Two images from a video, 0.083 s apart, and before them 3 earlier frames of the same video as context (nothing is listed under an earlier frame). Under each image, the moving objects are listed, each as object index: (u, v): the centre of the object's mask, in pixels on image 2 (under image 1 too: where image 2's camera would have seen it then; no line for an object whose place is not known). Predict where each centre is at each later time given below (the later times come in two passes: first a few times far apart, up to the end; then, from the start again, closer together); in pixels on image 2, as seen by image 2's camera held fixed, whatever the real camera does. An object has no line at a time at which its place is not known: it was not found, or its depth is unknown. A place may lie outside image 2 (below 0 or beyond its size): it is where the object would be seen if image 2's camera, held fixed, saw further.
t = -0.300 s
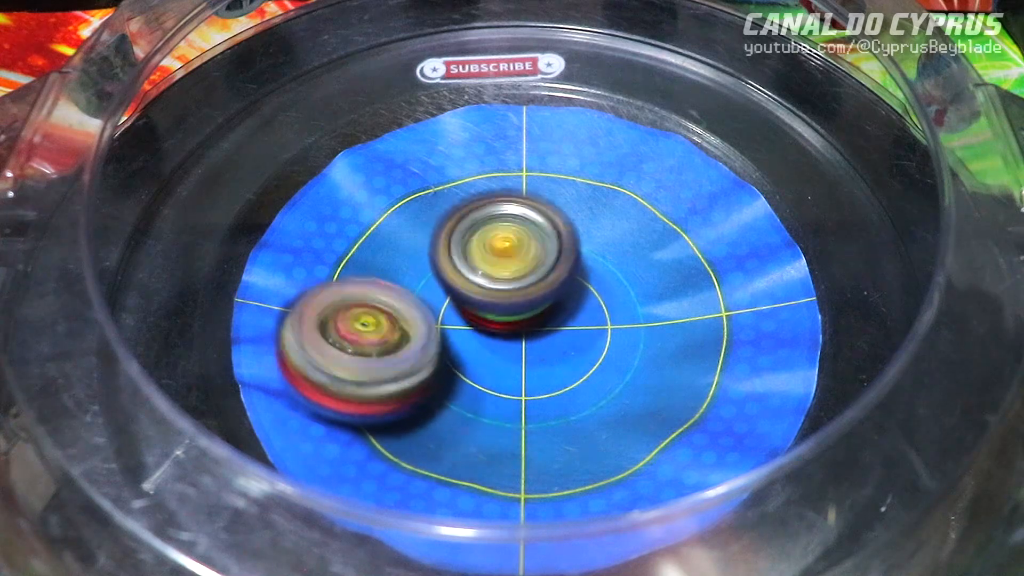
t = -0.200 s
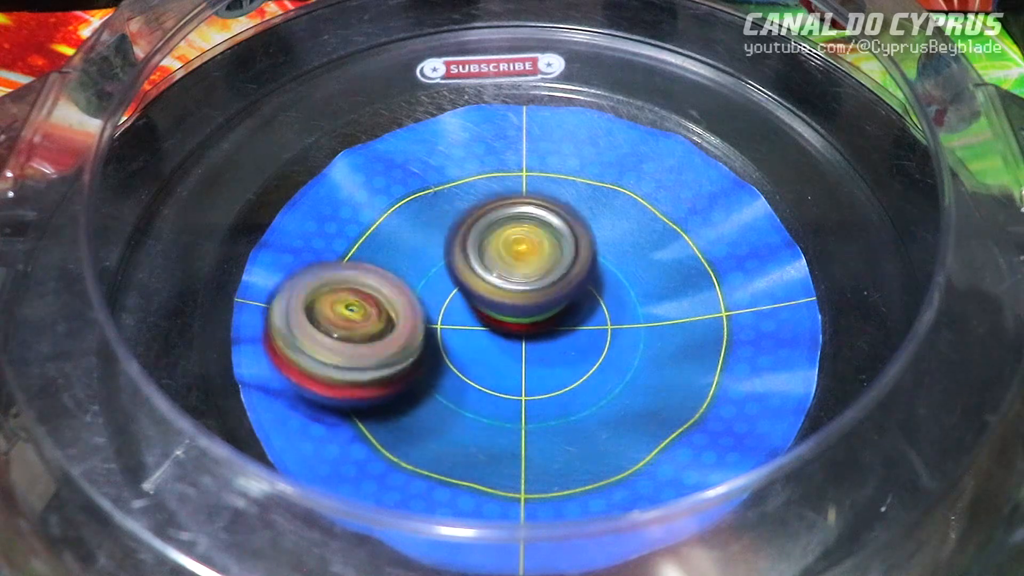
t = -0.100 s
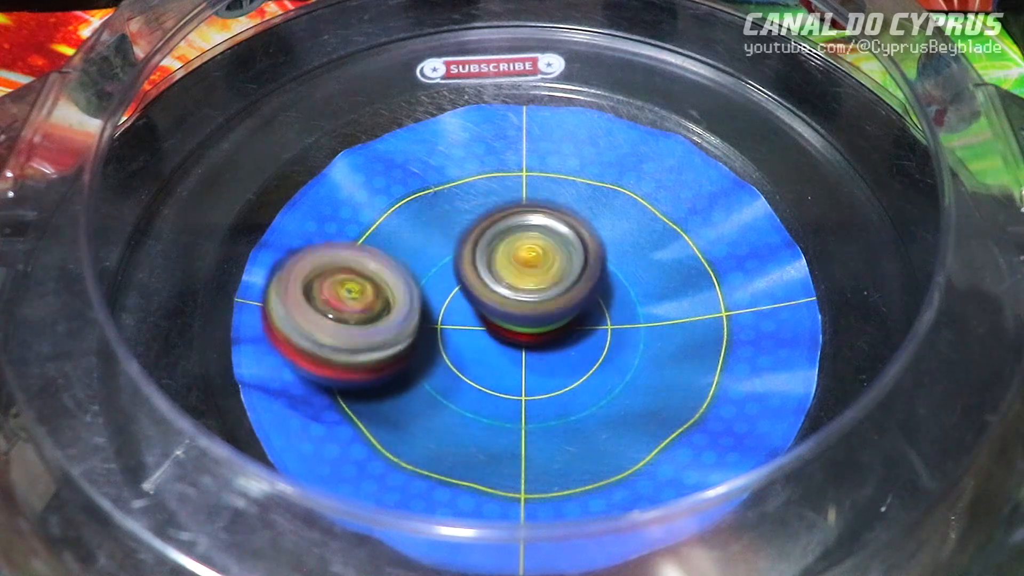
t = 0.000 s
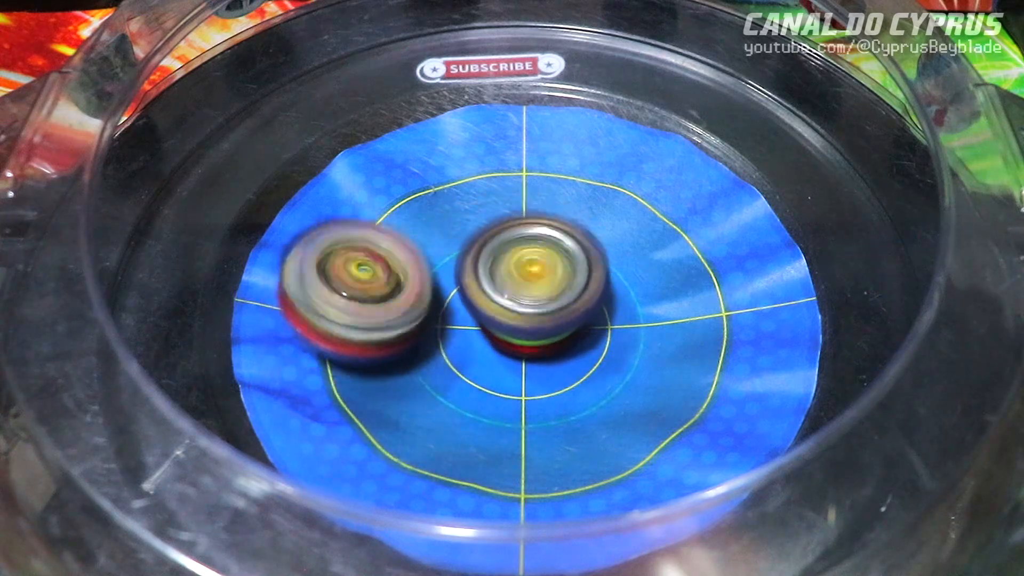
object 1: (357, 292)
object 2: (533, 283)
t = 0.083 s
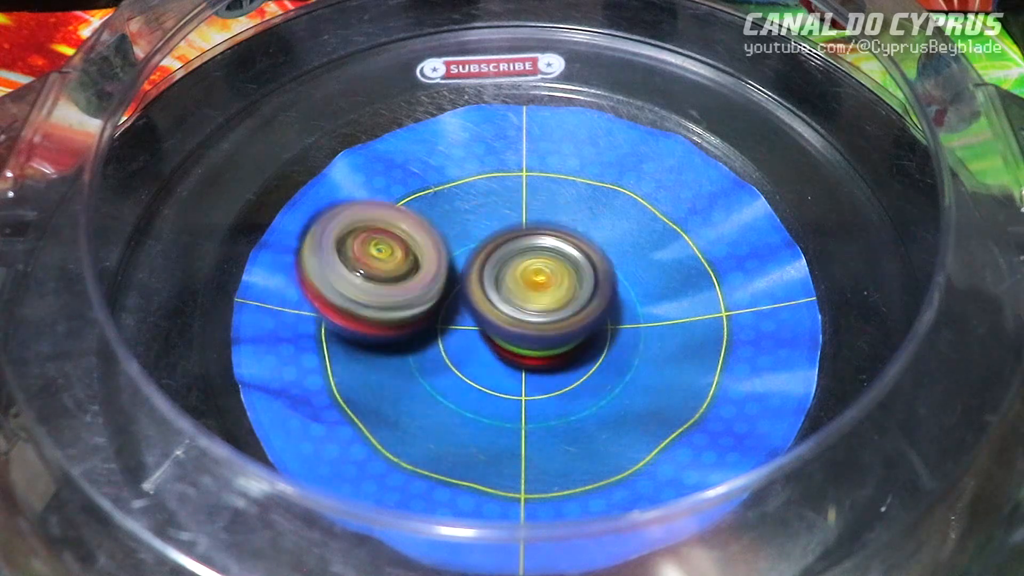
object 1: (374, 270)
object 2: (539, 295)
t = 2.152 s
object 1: (627, 393)
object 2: (451, 258)
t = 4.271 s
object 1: (618, 260)
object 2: (454, 295)
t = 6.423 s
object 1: (449, 254)
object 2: (672, 297)
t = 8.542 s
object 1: (446, 306)
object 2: (581, 255)
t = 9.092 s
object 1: (504, 218)
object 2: (505, 344)
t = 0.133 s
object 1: (385, 259)
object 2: (541, 302)
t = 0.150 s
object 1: (390, 256)
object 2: (544, 304)
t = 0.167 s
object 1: (393, 252)
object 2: (545, 307)
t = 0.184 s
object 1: (397, 249)
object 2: (545, 308)
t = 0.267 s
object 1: (422, 238)
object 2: (549, 318)
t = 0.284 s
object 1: (426, 236)
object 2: (548, 320)
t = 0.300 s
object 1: (431, 234)
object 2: (552, 323)
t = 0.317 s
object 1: (431, 228)
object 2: (562, 333)
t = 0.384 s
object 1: (429, 206)
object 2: (591, 355)
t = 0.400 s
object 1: (428, 201)
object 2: (594, 359)
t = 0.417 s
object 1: (430, 199)
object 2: (594, 359)
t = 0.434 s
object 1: (431, 195)
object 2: (594, 361)
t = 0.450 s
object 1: (433, 193)
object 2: (592, 359)
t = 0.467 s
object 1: (435, 191)
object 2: (589, 359)
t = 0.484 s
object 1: (436, 188)
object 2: (585, 357)
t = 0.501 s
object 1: (439, 187)
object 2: (581, 355)
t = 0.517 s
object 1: (441, 185)
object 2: (576, 353)
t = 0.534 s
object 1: (443, 184)
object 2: (571, 350)
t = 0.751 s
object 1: (489, 181)
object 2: (524, 315)
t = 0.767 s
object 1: (494, 182)
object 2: (521, 311)
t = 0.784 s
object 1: (498, 181)
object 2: (518, 310)
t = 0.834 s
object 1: (513, 175)
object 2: (511, 320)
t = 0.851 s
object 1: (518, 174)
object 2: (508, 320)
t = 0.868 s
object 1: (523, 173)
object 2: (508, 322)
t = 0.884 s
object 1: (527, 172)
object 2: (506, 321)
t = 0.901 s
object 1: (531, 172)
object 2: (505, 322)
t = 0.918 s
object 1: (535, 171)
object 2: (504, 321)
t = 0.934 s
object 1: (539, 171)
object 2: (502, 320)
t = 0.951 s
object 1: (543, 171)
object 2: (502, 319)
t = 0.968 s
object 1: (547, 171)
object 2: (501, 318)
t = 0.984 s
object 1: (550, 172)
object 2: (500, 315)
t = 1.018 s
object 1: (557, 174)
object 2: (500, 312)
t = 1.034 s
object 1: (560, 176)
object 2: (498, 308)
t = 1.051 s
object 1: (565, 177)
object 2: (500, 310)
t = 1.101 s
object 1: (575, 181)
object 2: (500, 301)
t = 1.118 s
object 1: (578, 184)
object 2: (503, 302)
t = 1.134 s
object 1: (582, 186)
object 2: (503, 299)
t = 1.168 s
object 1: (588, 189)
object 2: (503, 297)
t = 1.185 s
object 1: (591, 190)
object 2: (501, 295)
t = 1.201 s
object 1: (594, 193)
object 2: (503, 295)
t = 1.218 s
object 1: (596, 195)
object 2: (502, 296)
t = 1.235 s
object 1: (599, 198)
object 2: (504, 296)
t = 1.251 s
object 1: (601, 201)
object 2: (504, 296)
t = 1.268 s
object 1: (604, 204)
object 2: (505, 296)
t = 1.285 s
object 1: (607, 205)
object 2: (502, 303)
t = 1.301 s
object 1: (611, 206)
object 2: (497, 308)
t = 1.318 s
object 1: (613, 207)
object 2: (493, 313)
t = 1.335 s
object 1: (617, 209)
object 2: (490, 315)
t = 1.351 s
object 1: (619, 211)
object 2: (486, 318)
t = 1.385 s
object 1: (622, 216)
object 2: (483, 320)
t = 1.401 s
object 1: (624, 221)
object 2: (482, 320)
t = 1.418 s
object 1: (625, 224)
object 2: (480, 317)
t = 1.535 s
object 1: (628, 255)
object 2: (477, 308)
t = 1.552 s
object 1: (629, 260)
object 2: (474, 304)
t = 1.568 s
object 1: (630, 265)
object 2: (471, 304)
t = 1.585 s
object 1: (632, 269)
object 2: (467, 301)
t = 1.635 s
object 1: (633, 283)
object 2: (464, 296)
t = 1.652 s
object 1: (634, 287)
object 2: (462, 294)
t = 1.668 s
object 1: (633, 292)
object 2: (464, 293)
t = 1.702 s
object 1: (636, 300)
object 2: (463, 289)
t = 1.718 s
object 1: (637, 304)
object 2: (462, 287)
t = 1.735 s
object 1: (637, 308)
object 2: (463, 287)
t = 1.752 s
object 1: (637, 312)
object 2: (464, 284)
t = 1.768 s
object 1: (637, 316)
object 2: (466, 285)
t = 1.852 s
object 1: (633, 333)
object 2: (476, 281)
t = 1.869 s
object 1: (632, 336)
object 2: (477, 281)
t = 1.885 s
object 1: (638, 343)
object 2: (471, 277)
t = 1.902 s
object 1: (645, 349)
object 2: (461, 269)
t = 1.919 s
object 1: (648, 354)
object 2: (454, 265)
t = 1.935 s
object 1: (650, 358)
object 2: (450, 262)
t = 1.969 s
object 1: (651, 366)
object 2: (448, 261)
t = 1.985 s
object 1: (652, 369)
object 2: (448, 261)
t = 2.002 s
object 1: (651, 372)
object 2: (447, 259)
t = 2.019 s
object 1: (650, 375)
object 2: (446, 259)
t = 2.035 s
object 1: (648, 378)
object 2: (446, 257)
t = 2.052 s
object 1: (646, 381)
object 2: (446, 258)
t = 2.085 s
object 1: (641, 385)
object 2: (447, 257)
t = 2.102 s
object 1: (638, 388)
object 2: (449, 256)
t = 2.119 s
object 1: (635, 390)
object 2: (449, 257)
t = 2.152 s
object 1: (627, 393)
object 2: (451, 258)
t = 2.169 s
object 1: (623, 395)
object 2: (454, 257)
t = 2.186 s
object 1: (619, 396)
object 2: (455, 259)
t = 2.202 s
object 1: (613, 398)
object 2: (458, 259)
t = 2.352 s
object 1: (556, 398)
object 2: (480, 273)
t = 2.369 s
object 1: (549, 398)
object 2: (484, 273)
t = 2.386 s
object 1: (544, 401)
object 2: (484, 272)
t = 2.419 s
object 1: (537, 411)
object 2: (481, 255)
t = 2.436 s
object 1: (533, 414)
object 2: (480, 247)
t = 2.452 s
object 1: (527, 415)
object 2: (481, 242)
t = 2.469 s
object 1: (521, 416)
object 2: (483, 239)
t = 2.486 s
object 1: (515, 416)
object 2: (485, 236)
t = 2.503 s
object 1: (509, 416)
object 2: (488, 235)
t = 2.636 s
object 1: (468, 405)
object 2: (515, 228)
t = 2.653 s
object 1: (463, 404)
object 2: (518, 227)
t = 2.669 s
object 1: (458, 401)
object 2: (521, 227)
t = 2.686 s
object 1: (454, 398)
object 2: (524, 228)
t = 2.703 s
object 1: (450, 394)
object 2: (527, 228)
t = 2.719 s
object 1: (446, 392)
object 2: (530, 229)
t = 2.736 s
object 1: (441, 388)
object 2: (533, 228)
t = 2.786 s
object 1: (433, 377)
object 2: (541, 231)
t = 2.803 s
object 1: (430, 374)
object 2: (544, 231)
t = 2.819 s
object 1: (427, 369)
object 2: (546, 234)
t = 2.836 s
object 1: (424, 365)
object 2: (549, 234)
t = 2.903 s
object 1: (416, 347)
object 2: (557, 241)
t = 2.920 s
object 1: (414, 342)
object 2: (558, 244)
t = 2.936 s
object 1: (413, 338)
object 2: (560, 246)
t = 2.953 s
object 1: (412, 333)
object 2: (561, 249)
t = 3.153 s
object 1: (413, 280)
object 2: (565, 284)
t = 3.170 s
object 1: (413, 277)
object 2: (567, 288)
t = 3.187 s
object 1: (412, 273)
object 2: (573, 290)
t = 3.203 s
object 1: (412, 270)
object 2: (578, 293)
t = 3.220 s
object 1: (412, 266)
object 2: (582, 295)
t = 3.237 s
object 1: (414, 263)
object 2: (582, 297)
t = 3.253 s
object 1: (416, 259)
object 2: (584, 300)
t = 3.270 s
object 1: (418, 257)
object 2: (584, 301)
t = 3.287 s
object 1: (422, 254)
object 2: (585, 305)
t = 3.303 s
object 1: (424, 252)
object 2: (586, 307)
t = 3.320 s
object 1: (428, 249)
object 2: (586, 310)
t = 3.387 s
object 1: (445, 242)
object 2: (585, 319)
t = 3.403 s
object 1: (450, 240)
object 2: (585, 321)
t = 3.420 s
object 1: (454, 239)
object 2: (583, 322)
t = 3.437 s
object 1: (460, 238)
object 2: (583, 325)
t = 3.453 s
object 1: (463, 236)
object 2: (582, 326)
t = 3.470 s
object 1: (469, 234)
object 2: (580, 327)
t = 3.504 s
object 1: (477, 231)
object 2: (577, 329)
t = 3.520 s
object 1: (481, 229)
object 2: (576, 330)
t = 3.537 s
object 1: (485, 227)
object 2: (572, 330)
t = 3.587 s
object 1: (497, 221)
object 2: (565, 332)
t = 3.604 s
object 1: (499, 218)
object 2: (564, 332)
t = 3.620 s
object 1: (504, 216)
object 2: (560, 332)
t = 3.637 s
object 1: (507, 214)
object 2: (559, 332)
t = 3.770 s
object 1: (538, 201)
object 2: (535, 330)
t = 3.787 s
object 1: (541, 200)
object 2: (533, 328)
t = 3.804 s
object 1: (545, 201)
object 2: (530, 328)
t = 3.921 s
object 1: (571, 204)
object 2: (508, 321)
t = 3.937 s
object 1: (575, 205)
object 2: (505, 318)
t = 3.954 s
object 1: (578, 207)
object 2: (503, 318)
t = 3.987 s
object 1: (585, 211)
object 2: (497, 314)
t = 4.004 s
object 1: (588, 212)
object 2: (495, 314)
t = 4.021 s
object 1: (591, 216)
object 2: (491, 310)
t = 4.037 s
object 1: (593, 217)
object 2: (489, 310)
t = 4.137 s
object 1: (608, 235)
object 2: (471, 305)
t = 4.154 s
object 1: (610, 237)
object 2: (468, 304)
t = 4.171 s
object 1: (612, 241)
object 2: (465, 303)
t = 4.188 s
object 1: (613, 243)
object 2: (461, 301)
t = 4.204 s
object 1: (615, 247)
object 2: (460, 299)
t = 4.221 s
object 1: (616, 251)
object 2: (458, 299)
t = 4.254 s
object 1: (617, 258)
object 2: (454, 296)
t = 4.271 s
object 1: (618, 260)
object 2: (454, 295)
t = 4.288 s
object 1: (618, 265)
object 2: (453, 294)
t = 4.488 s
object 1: (614, 311)
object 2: (446, 285)
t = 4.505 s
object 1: (616, 314)
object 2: (443, 284)
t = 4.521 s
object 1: (616, 318)
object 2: (440, 283)
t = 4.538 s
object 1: (616, 321)
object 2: (440, 282)
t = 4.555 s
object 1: (615, 325)
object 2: (440, 280)
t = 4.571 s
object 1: (614, 328)
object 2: (439, 280)
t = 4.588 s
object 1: (613, 331)
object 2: (439, 279)
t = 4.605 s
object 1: (611, 334)
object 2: (439, 278)
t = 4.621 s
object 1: (610, 336)
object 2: (439, 278)
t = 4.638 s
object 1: (607, 340)
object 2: (438, 277)
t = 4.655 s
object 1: (605, 341)
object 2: (439, 277)
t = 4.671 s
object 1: (602, 345)
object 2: (440, 275)
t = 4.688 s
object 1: (599, 347)
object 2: (441, 276)
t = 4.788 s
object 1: (577, 358)
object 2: (447, 272)
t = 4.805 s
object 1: (573, 360)
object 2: (448, 273)
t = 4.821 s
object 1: (574, 364)
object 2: (443, 266)
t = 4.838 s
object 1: (575, 369)
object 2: (438, 261)
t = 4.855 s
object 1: (575, 371)
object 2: (435, 257)
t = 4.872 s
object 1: (574, 375)
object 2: (433, 254)
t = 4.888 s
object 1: (571, 376)
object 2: (433, 253)
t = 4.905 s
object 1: (569, 377)
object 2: (433, 251)
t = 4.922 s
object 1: (566, 379)
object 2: (434, 251)
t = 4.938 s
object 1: (563, 380)
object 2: (436, 250)
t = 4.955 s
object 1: (559, 380)
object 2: (438, 250)
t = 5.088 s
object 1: (523, 373)
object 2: (456, 247)
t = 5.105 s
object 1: (518, 372)
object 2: (457, 246)
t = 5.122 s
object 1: (517, 375)
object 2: (456, 241)
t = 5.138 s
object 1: (516, 378)
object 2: (454, 230)
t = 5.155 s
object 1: (514, 382)
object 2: (452, 224)
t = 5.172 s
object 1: (511, 382)
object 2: (451, 220)
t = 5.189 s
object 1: (509, 382)
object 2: (453, 216)
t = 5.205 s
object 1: (506, 382)
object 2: (453, 215)
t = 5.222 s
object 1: (503, 380)
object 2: (456, 211)
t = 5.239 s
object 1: (500, 380)
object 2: (458, 211)
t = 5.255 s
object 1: (497, 378)
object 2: (460, 210)
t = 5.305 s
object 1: (488, 372)
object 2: (467, 206)
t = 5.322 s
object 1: (485, 371)
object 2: (468, 204)
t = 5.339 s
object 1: (483, 368)
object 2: (471, 204)
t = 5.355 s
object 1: (480, 365)
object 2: (474, 203)
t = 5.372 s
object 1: (478, 362)
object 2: (476, 203)
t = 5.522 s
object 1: (457, 330)
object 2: (502, 208)
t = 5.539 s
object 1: (455, 328)
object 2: (504, 208)
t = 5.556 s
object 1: (453, 326)
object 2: (507, 206)
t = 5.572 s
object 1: (451, 324)
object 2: (509, 206)
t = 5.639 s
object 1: (443, 318)
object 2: (522, 202)
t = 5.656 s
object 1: (441, 316)
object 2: (525, 200)
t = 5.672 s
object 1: (440, 314)
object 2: (529, 201)
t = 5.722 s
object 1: (438, 305)
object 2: (539, 204)
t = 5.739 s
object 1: (438, 302)
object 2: (542, 204)
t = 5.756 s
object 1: (434, 302)
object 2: (548, 205)
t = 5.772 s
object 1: (432, 300)
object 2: (551, 203)
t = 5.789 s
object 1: (430, 300)
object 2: (554, 201)
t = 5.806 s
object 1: (429, 297)
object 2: (556, 203)
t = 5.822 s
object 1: (428, 296)
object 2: (560, 204)
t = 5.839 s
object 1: (429, 295)
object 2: (563, 204)
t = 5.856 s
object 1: (429, 292)
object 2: (566, 206)
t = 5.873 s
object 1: (430, 292)
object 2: (570, 205)
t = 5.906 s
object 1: (433, 288)
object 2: (573, 208)
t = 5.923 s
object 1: (434, 287)
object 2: (576, 208)
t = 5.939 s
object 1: (437, 284)
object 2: (578, 211)
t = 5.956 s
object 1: (438, 283)
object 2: (581, 212)
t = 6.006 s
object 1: (445, 278)
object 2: (587, 217)
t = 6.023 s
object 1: (448, 275)
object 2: (587, 219)
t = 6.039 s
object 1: (446, 274)
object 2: (595, 221)
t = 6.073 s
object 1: (442, 269)
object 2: (608, 223)
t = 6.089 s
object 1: (442, 268)
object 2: (614, 226)
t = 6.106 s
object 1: (442, 267)
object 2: (617, 227)
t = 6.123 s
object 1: (443, 266)
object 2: (619, 230)
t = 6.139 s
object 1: (443, 265)
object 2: (622, 233)
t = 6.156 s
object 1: (444, 264)
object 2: (622, 235)
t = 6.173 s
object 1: (446, 263)
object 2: (623, 239)
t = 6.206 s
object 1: (449, 262)
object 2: (624, 245)
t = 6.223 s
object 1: (451, 262)
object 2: (626, 251)
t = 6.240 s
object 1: (453, 262)
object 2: (626, 252)
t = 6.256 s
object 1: (455, 261)
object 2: (626, 256)
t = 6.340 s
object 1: (471, 261)
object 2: (621, 272)
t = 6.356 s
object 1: (474, 262)
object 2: (621, 276)
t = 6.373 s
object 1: (475, 261)
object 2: (624, 280)
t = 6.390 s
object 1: (468, 258)
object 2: (640, 286)
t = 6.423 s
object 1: (449, 254)
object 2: (672, 297)
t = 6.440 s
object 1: (443, 253)
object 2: (682, 303)
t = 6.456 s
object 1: (439, 253)
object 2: (691, 311)
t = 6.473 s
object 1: (435, 253)
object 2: (698, 316)
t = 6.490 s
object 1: (434, 254)
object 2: (701, 322)
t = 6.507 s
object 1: (432, 256)
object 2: (704, 331)
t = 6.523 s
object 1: (430, 257)
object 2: (705, 335)
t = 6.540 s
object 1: (431, 259)
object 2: (704, 340)
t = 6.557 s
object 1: (430, 262)
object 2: (705, 346)
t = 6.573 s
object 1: (430, 263)
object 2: (704, 349)
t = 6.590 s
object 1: (432, 266)
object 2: (702, 351)
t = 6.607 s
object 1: (432, 269)
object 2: (699, 356)
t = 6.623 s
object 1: (434, 271)
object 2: (697, 360)
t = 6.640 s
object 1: (437, 275)
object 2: (694, 361)
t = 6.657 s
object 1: (439, 277)
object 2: (691, 365)
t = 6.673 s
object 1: (443, 280)
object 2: (690, 368)
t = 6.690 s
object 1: (448, 284)
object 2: (687, 369)
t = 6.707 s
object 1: (451, 286)
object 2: (683, 371)
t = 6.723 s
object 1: (456, 288)
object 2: (680, 373)
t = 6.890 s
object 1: (504, 298)
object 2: (631, 390)
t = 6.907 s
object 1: (508, 296)
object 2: (623, 390)
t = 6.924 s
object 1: (513, 296)
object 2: (616, 390)
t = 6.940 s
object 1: (515, 294)
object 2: (607, 390)
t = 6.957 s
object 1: (518, 290)
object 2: (599, 388)
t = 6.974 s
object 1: (522, 285)
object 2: (591, 391)
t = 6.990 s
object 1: (525, 281)
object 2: (585, 396)
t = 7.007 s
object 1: (528, 275)
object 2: (578, 398)
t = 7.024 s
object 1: (531, 271)
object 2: (567, 399)
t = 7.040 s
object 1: (534, 268)
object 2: (556, 395)
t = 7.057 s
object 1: (537, 265)
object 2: (552, 397)
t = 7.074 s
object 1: (540, 264)
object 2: (543, 394)
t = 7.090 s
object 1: (542, 260)
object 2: (531, 392)
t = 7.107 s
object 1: (546, 259)
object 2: (519, 384)
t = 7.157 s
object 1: (553, 255)
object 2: (492, 366)
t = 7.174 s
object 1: (554, 255)
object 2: (481, 356)
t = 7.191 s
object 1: (555, 254)
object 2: (468, 353)
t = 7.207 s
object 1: (555, 251)
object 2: (454, 353)
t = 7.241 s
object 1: (557, 245)
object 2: (422, 336)
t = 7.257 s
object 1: (558, 243)
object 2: (413, 330)
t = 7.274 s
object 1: (557, 242)
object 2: (404, 323)
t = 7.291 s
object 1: (556, 240)
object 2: (397, 314)
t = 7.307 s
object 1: (557, 239)
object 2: (392, 307)
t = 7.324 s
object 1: (556, 238)
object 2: (390, 299)
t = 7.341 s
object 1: (554, 238)
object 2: (390, 291)
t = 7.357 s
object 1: (553, 238)
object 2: (388, 288)
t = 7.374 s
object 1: (551, 239)
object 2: (389, 279)
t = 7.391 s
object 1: (549, 239)
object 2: (393, 270)
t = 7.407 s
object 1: (548, 239)
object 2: (395, 266)
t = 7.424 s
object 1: (547, 241)
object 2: (397, 260)
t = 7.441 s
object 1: (545, 243)
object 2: (402, 253)
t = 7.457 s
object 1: (546, 245)
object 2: (401, 244)
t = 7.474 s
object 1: (551, 250)
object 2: (397, 237)
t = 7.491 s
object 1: (555, 254)
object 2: (392, 231)
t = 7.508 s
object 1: (559, 257)
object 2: (387, 226)
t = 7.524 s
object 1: (562, 262)
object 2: (386, 216)
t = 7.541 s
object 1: (562, 265)
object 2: (389, 209)
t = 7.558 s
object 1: (563, 267)
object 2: (391, 207)
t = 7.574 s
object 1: (564, 268)
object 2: (395, 204)
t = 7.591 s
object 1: (565, 271)
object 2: (399, 201)
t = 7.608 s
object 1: (565, 274)
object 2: (402, 197)
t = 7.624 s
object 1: (565, 276)
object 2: (407, 197)
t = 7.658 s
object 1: (566, 282)
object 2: (416, 198)
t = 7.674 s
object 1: (567, 284)
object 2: (420, 198)
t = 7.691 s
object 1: (566, 286)
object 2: (425, 197)
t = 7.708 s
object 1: (566, 289)
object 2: (429, 199)
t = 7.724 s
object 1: (565, 292)
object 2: (434, 200)
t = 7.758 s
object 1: (563, 297)
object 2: (441, 200)
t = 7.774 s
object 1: (562, 301)
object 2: (445, 201)
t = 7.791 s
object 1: (561, 302)
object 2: (450, 202)
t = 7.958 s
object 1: (540, 326)
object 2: (484, 209)
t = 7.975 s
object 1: (537, 329)
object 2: (486, 209)
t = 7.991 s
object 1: (534, 332)
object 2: (488, 204)
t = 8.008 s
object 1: (530, 335)
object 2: (492, 203)
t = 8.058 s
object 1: (518, 342)
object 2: (500, 197)
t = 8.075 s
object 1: (514, 344)
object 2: (501, 195)
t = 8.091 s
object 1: (511, 344)
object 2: (503, 194)
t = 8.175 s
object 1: (496, 343)
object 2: (517, 195)
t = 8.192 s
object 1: (494, 343)
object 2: (519, 197)
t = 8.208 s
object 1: (491, 341)
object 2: (522, 198)
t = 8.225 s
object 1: (488, 339)
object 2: (526, 198)
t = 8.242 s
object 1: (486, 338)
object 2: (527, 197)
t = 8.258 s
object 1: (483, 338)
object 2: (528, 199)
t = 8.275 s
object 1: (481, 336)
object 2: (529, 201)
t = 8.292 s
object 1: (479, 334)
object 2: (532, 203)
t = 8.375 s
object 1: (471, 323)
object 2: (543, 214)
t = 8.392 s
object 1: (469, 321)
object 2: (546, 217)
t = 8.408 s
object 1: (463, 319)
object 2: (551, 219)
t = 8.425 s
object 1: (457, 320)
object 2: (560, 220)
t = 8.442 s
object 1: (452, 320)
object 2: (566, 225)
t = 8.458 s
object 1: (448, 317)
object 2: (571, 228)
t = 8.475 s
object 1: (446, 314)
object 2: (575, 235)
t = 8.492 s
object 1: (446, 312)
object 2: (575, 236)
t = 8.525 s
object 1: (446, 308)
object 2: (580, 247)
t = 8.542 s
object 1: (446, 306)
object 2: (581, 255)
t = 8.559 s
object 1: (442, 304)
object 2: (584, 261)
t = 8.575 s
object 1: (437, 301)
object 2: (586, 266)
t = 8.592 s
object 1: (434, 298)
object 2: (589, 272)
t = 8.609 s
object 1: (433, 296)
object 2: (586, 279)
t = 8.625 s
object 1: (432, 294)
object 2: (581, 284)
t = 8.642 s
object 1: (431, 291)
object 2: (579, 291)
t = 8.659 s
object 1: (429, 290)
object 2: (582, 299)
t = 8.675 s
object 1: (425, 287)
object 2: (582, 305)
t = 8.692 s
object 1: (424, 284)
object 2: (580, 310)
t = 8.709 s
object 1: (426, 283)
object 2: (578, 315)
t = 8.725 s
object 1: (427, 280)
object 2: (576, 317)
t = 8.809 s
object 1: (432, 267)
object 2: (558, 332)
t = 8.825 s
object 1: (432, 263)
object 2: (553, 334)
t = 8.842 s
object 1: (435, 261)
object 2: (548, 335)
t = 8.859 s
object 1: (437, 258)
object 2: (542, 332)
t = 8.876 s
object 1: (441, 252)
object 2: (537, 333)
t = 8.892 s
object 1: (445, 246)
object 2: (533, 336)
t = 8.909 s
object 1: (449, 242)
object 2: (531, 337)
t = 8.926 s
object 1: (455, 238)
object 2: (529, 337)
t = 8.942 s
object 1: (461, 233)
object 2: (527, 340)
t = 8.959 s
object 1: (466, 229)
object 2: (526, 338)
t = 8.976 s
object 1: (471, 224)
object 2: (525, 336)
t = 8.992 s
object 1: (475, 221)
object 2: (523, 334)
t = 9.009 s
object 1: (481, 218)
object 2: (524, 338)
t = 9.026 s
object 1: (488, 217)
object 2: (521, 340)
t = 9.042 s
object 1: (492, 218)
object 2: (519, 343)
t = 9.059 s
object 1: (497, 219)
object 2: (513, 343)
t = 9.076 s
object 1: (501, 218)
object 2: (509, 344)
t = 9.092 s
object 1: (504, 218)
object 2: (505, 344)
